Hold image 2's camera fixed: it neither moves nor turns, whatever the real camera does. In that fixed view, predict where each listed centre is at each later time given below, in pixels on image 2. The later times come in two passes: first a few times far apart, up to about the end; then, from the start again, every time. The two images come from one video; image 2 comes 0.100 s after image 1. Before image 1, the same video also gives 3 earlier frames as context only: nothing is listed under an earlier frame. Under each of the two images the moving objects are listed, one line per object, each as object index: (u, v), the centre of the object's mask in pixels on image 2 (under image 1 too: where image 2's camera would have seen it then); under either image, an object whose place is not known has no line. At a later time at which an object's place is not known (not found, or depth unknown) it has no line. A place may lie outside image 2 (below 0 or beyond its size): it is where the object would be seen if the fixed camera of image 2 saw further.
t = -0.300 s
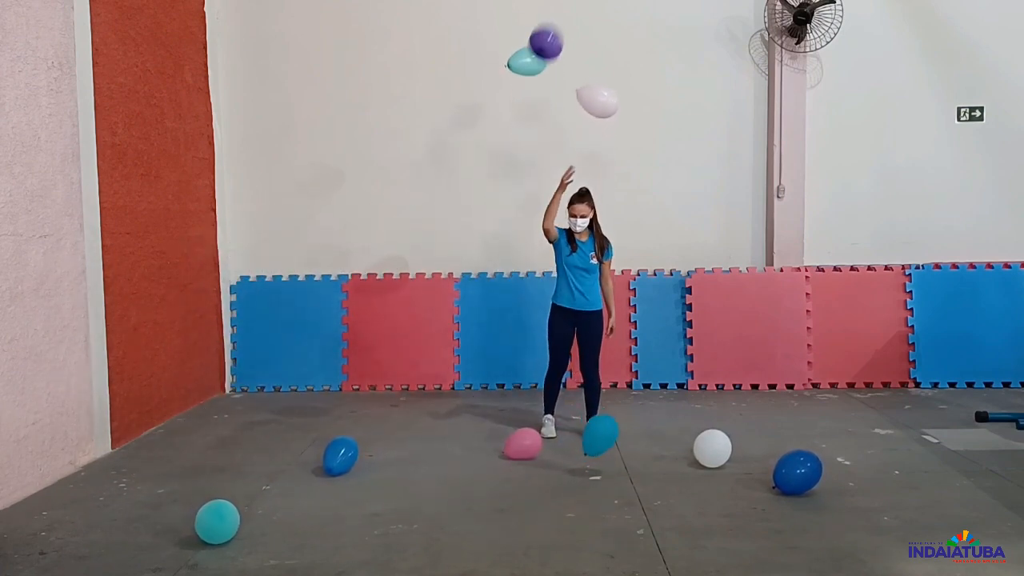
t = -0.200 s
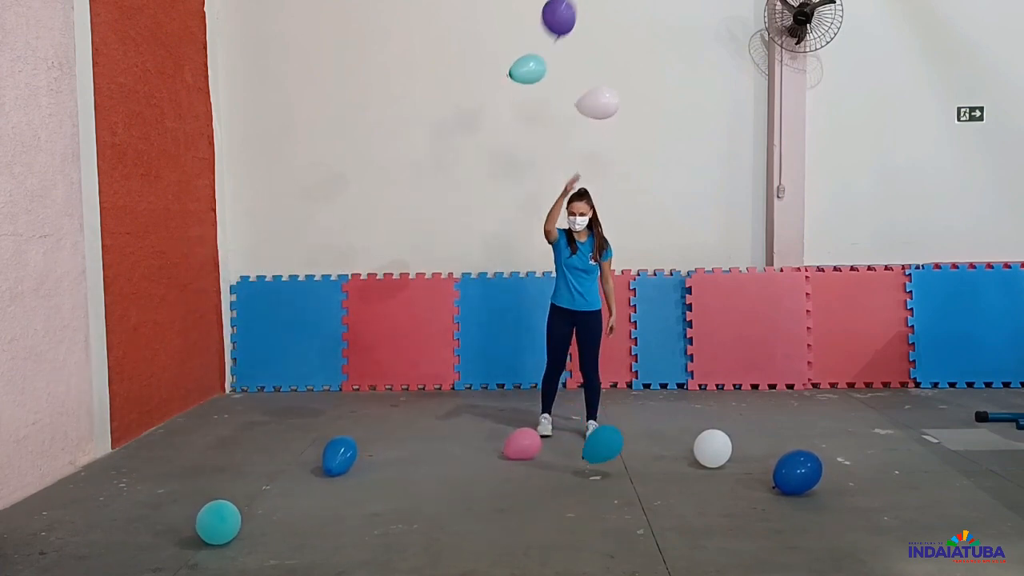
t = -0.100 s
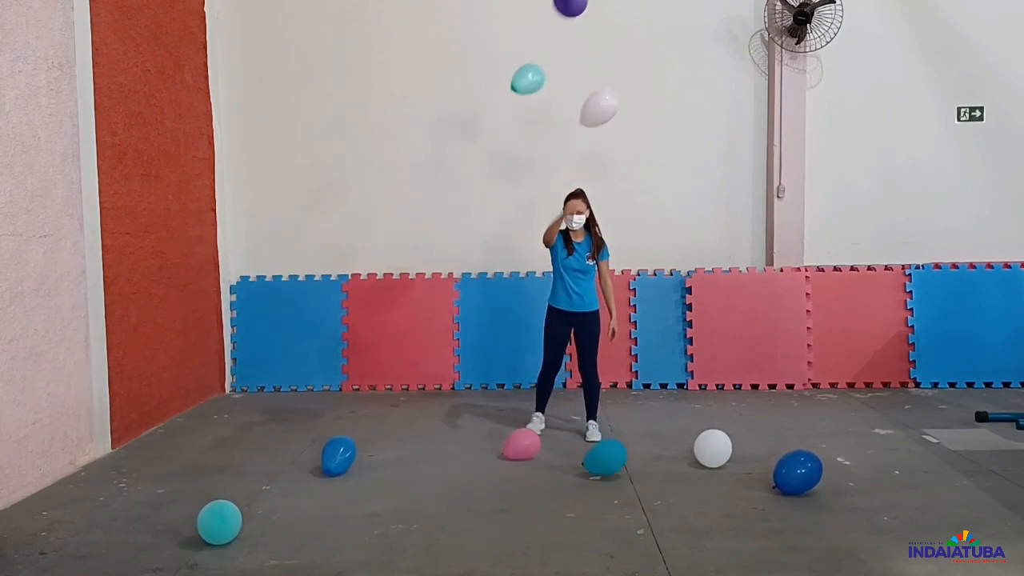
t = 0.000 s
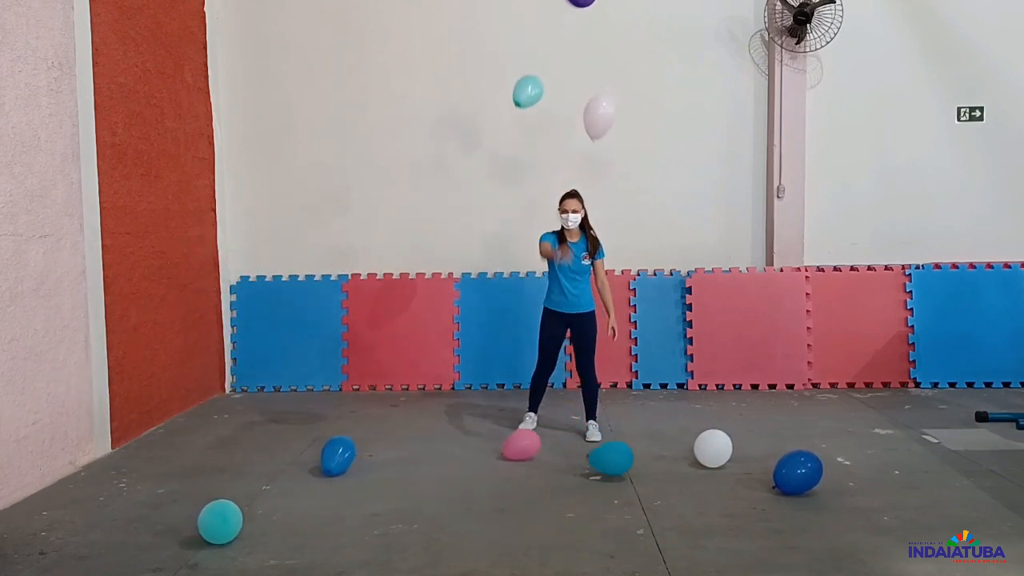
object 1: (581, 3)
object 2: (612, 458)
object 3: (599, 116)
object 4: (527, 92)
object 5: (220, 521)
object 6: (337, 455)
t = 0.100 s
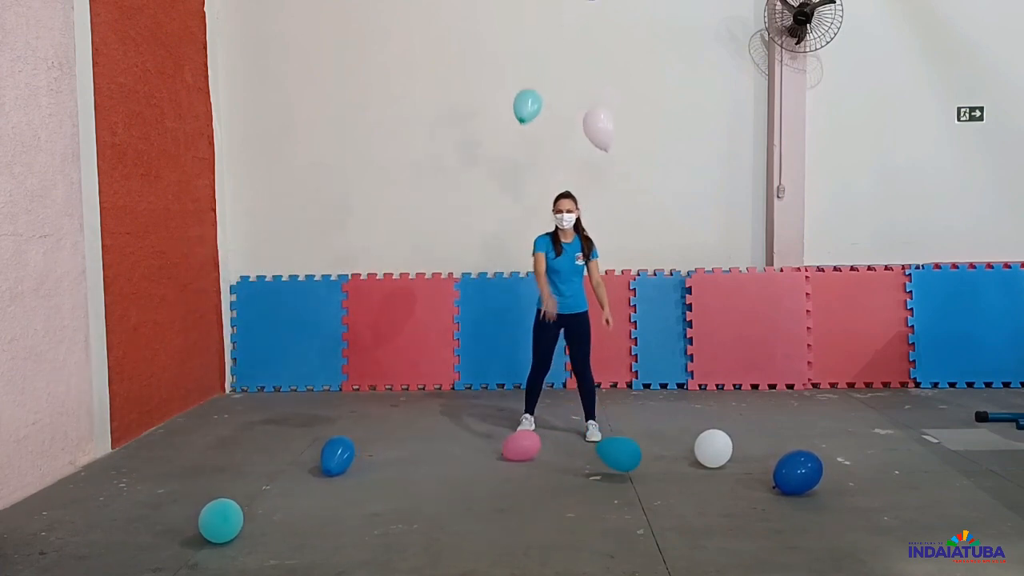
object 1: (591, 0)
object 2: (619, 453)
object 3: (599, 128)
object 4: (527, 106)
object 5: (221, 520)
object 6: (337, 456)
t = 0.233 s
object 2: (629, 453)
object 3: (602, 146)
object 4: (527, 127)
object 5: (221, 518)
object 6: (336, 455)
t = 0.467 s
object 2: (643, 458)
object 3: (607, 180)
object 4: (526, 167)
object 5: (223, 514)
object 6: (335, 455)
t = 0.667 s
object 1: (622, 25)
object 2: (652, 453)
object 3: (611, 212)
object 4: (518, 181)
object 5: (226, 514)
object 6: (333, 455)
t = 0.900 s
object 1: (629, 87)
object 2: (661, 464)
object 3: (622, 246)
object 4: (504, 189)
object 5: (232, 516)
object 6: (330, 455)
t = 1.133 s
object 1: (637, 155)
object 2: (677, 463)
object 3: (641, 284)
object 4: (493, 202)
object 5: (238, 518)
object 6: (327, 456)
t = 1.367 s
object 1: (642, 228)
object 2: (686, 461)
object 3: (653, 324)
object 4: (478, 229)
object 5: (243, 517)
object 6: (324, 456)
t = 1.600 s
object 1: (641, 295)
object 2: (691, 462)
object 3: (654, 362)
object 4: (467, 264)
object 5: (246, 514)
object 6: (319, 456)
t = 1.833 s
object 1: (627, 351)
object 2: (688, 469)
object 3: (647, 394)
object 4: (462, 298)
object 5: (250, 511)
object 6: (314, 456)
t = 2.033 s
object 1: (613, 398)
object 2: (679, 472)
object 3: (640, 424)
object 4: (461, 322)
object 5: (256, 510)
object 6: (310, 457)
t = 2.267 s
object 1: (602, 460)
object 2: (674, 471)
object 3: (625, 435)
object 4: (468, 349)
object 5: (263, 509)
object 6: (305, 457)
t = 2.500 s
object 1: (594, 436)
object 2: (674, 471)
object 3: (614, 430)
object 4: (478, 379)
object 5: (268, 508)
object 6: (300, 458)
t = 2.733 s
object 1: (585, 418)
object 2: (678, 472)
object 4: (488, 416)
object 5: (268, 506)
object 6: (297, 459)
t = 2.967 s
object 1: (579, 426)
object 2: (687, 472)
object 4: (489, 399)
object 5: (267, 504)
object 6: (292, 460)
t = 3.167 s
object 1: (574, 451)
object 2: (691, 469)
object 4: (489, 391)
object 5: (268, 502)
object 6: (289, 461)
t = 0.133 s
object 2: (622, 452)
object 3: (599, 132)
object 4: (527, 111)
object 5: (221, 520)
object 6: (337, 456)
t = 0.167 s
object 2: (624, 452)
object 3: (600, 137)
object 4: (527, 116)
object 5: (221, 519)
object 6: (337, 456)
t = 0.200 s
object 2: (626, 452)
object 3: (601, 141)
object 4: (527, 121)
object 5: (221, 519)
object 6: (337, 455)
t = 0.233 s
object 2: (629, 453)
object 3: (602, 146)
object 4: (527, 127)
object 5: (221, 518)
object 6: (336, 455)
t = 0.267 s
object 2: (631, 454)
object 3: (603, 150)
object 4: (526, 133)
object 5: (222, 517)
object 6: (336, 456)
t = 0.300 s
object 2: (633, 455)
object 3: (604, 156)
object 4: (526, 138)
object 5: (222, 517)
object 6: (336, 455)
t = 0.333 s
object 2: (636, 457)
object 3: (604, 161)
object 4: (526, 144)
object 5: (222, 516)
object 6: (336, 455)
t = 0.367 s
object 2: (638, 460)
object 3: (605, 165)
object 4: (526, 149)
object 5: (222, 516)
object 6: (336, 455)
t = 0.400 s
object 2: (641, 463)
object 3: (606, 171)
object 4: (526, 155)
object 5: (223, 515)
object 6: (336, 455)
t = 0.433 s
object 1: (612, 2)
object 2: (642, 461)
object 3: (606, 175)
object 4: (526, 161)
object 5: (223, 515)
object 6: (335, 455)
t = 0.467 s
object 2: (643, 458)
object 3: (607, 180)
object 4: (526, 167)
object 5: (223, 514)
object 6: (335, 455)
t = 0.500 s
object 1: (614, 5)
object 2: (645, 456)
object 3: (608, 185)
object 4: (526, 173)
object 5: (224, 514)
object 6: (335, 455)
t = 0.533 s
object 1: (616, 8)
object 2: (646, 454)
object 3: (608, 191)
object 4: (527, 178)
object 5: (224, 514)
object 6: (334, 455)
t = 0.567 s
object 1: (617, 11)
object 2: (647, 453)
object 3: (609, 196)
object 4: (527, 182)
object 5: (225, 514)
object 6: (334, 455)
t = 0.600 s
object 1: (619, 14)
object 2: (649, 452)
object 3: (609, 201)
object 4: (524, 182)
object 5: (225, 514)
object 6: (333, 455)
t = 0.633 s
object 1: (621, 18)
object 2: (650, 452)
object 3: (610, 207)
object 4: (521, 182)
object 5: (226, 514)
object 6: (333, 455)
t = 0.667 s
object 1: (622, 25)
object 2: (652, 453)
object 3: (611, 212)
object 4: (518, 181)
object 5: (226, 514)
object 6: (333, 455)
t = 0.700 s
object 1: (623, 33)
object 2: (653, 454)
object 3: (612, 217)
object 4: (516, 181)
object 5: (227, 514)
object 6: (332, 455)
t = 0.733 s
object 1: (624, 41)
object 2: (654, 455)
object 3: (613, 222)
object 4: (514, 182)
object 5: (228, 514)
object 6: (332, 455)
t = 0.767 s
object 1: (625, 49)
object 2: (655, 457)
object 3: (614, 227)
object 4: (512, 183)
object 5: (228, 514)
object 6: (331, 455)
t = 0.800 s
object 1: (626, 58)
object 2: (657, 460)
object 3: (616, 232)
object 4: (509, 184)
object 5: (229, 515)
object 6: (331, 455)
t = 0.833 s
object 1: (627, 68)
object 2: (658, 463)
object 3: (618, 238)
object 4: (508, 186)
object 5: (230, 515)
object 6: (331, 455)
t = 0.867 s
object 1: (629, 77)
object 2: (659, 465)
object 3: (620, 241)
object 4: (506, 187)
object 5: (231, 516)
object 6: (330, 455)
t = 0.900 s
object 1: (629, 87)
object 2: (661, 464)
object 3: (622, 246)
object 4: (504, 189)
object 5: (232, 516)
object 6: (330, 455)
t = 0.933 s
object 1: (631, 97)
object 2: (664, 463)
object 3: (625, 250)
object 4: (503, 191)
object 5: (233, 516)
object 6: (329, 455)
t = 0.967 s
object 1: (631, 107)
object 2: (666, 461)
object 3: (627, 256)
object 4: (501, 193)
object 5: (234, 517)
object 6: (329, 456)
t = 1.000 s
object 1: (632, 117)
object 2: (668, 461)
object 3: (630, 261)
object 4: (500, 195)
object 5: (234, 517)
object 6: (329, 456)
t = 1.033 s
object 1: (633, 127)
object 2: (670, 461)
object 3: (633, 267)
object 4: (499, 196)
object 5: (235, 517)
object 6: (328, 456)
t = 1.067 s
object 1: (634, 137)
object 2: (673, 461)
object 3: (636, 273)
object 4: (497, 198)
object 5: (236, 518)
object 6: (328, 456)
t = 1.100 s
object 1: (635, 146)
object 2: (675, 462)
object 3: (639, 279)
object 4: (495, 200)
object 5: (237, 518)
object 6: (327, 455)
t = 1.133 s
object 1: (637, 155)
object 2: (677, 463)
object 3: (641, 284)
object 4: (493, 202)
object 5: (238, 518)
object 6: (327, 456)
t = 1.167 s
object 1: (638, 165)
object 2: (679, 465)
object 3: (644, 289)
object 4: (491, 205)
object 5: (239, 518)
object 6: (327, 456)
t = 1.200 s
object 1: (639, 175)
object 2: (682, 467)
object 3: (646, 294)
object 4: (489, 209)
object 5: (239, 518)
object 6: (326, 456)
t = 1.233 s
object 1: (640, 186)
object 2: (684, 469)
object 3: (648, 300)
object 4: (486, 212)
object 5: (240, 518)
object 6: (326, 456)
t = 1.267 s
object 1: (640, 196)
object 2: (684, 467)
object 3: (649, 306)
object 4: (484, 216)
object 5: (241, 518)
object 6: (325, 456)
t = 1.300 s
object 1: (641, 207)
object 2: (685, 465)
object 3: (651, 312)
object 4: (482, 220)
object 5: (242, 517)
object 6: (325, 456)
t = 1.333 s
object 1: (641, 218)
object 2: (685, 463)
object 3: (652, 318)
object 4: (480, 224)
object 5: (242, 517)
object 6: (324, 456)
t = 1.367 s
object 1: (642, 228)
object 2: (686, 461)
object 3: (653, 324)
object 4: (478, 229)
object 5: (243, 517)
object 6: (324, 456)
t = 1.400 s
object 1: (642, 238)
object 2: (687, 460)
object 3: (654, 330)
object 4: (477, 234)
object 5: (243, 517)
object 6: (323, 456)
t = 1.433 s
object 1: (642, 248)
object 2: (687, 459)
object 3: (654, 336)
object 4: (475, 239)
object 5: (244, 516)
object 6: (323, 456)
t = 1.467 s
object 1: (642, 257)
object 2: (688, 459)
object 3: (654, 341)
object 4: (473, 243)
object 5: (244, 516)
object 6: (322, 456)
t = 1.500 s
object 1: (642, 267)
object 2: (689, 459)
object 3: (654, 346)
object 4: (472, 248)
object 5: (245, 516)
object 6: (321, 456)
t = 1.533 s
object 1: (642, 276)
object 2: (689, 460)
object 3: (655, 352)
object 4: (470, 253)
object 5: (245, 515)
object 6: (321, 456)
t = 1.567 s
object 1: (642, 286)
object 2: (690, 461)
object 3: (654, 357)
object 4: (469, 258)
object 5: (246, 515)
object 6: (320, 456)
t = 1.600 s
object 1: (641, 295)
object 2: (691, 462)
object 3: (654, 362)
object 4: (467, 264)
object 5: (246, 514)
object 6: (319, 456)
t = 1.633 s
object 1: (640, 304)
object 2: (692, 463)
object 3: (653, 367)
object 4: (466, 269)
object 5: (247, 513)
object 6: (319, 456)
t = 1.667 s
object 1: (638, 312)
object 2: (692, 464)
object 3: (653, 371)
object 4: (465, 274)
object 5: (247, 513)
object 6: (318, 456)
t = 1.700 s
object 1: (637, 321)
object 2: (692, 465)
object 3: (652, 376)
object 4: (465, 280)
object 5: (248, 512)
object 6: (317, 456)
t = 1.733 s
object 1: (634, 329)
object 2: (691, 466)
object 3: (651, 381)
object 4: (464, 285)
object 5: (248, 512)
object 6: (317, 456)
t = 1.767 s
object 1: (632, 337)
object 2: (690, 467)
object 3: (650, 385)
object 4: (463, 289)
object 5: (249, 511)
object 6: (316, 456)
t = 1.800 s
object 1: (629, 343)
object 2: (689, 468)
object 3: (649, 390)
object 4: (463, 293)
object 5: (250, 511)
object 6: (315, 456)
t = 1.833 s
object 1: (627, 351)
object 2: (688, 469)
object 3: (647, 394)
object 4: (462, 298)
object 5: (250, 511)
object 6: (314, 456)
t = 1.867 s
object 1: (624, 358)
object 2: (686, 470)
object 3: (646, 399)
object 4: (462, 302)
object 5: (251, 510)
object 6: (314, 456)
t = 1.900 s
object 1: (622, 365)
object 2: (685, 471)
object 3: (645, 404)
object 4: (461, 307)
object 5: (252, 510)
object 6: (313, 456)
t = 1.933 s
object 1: (619, 374)
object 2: (683, 471)
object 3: (643, 408)
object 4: (461, 311)
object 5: (253, 510)
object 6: (312, 456)
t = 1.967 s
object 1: (617, 381)
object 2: (682, 472)
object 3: (642, 413)
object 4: (461, 315)
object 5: (254, 510)
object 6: (311, 457)
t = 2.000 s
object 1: (615, 389)
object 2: (680, 472)
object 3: (641, 418)
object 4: (461, 319)
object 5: (254, 510)
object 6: (310, 457)
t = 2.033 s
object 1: (613, 398)
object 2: (679, 472)
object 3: (640, 424)
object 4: (461, 322)
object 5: (256, 510)
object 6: (310, 457)
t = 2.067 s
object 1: (611, 406)
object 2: (678, 471)
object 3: (640, 430)
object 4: (462, 326)
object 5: (256, 510)
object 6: (309, 457)
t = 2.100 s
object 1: (609, 415)
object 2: (677, 471)
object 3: (639, 435)
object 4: (462, 330)
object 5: (258, 510)
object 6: (308, 457)
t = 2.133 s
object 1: (608, 424)
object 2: (676, 471)
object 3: (639, 440)
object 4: (463, 334)
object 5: (259, 510)
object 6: (308, 457)
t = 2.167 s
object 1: (606, 432)
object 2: (676, 471)
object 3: (637, 439)
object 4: (464, 338)
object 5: (260, 510)
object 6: (307, 457)
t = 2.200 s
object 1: (604, 442)
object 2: (675, 471)
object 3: (635, 437)
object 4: (465, 341)
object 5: (261, 510)
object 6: (306, 457)
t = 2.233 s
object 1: (603, 451)
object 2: (675, 471)
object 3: (631, 435)
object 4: (467, 346)
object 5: (262, 510)
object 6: (305, 457)
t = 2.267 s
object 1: (602, 460)
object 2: (674, 471)
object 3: (625, 435)
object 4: (468, 349)
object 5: (263, 509)
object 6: (305, 457)
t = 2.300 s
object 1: (601, 469)
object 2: (674, 471)
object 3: (621, 437)
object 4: (470, 354)
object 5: (264, 509)
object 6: (304, 458)
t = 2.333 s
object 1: (601, 468)
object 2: (674, 471)
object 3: (618, 437)
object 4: (471, 358)
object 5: (265, 509)
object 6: (303, 458)
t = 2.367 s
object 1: (600, 460)
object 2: (674, 471)
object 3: (617, 434)
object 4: (472, 362)
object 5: (266, 509)
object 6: (303, 458)
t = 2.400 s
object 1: (599, 453)
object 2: (674, 471)
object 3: (617, 430)
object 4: (474, 366)
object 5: (266, 509)
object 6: (302, 458)
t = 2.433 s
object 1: (598, 447)
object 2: (674, 471)
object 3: (616, 429)
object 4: (475, 371)
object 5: (267, 508)
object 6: (302, 458)
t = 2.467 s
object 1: (596, 442)
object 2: (674, 471)
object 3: (615, 429)
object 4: (476, 375)
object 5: (267, 508)
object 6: (301, 458)
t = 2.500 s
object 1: (594, 436)
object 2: (674, 471)
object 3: (614, 430)
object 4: (478, 379)
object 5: (268, 508)
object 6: (300, 458)
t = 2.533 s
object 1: (593, 432)
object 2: (674, 471)
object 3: (612, 433)
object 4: (479, 384)
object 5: (268, 508)
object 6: (300, 458)
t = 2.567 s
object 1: (592, 428)
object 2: (674, 471)
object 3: (609, 435)
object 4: (481, 389)
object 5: (268, 508)
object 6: (299, 459)
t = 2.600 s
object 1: (590, 425)
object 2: (675, 471)
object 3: (606, 438)
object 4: (483, 395)
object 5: (268, 507)
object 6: (299, 459)
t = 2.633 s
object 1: (589, 423)
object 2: (675, 471)
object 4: (484, 400)
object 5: (269, 507)
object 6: (298, 459)
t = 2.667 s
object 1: (588, 420)
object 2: (676, 471)
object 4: (485, 405)
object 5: (269, 507)
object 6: (298, 459)
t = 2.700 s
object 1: (587, 419)
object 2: (677, 472)
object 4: (487, 411)
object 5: (269, 506)
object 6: (297, 459)
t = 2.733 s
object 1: (585, 418)
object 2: (678, 472)
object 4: (488, 416)
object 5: (268, 506)
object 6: (297, 459)
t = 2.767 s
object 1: (585, 418)
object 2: (679, 472)
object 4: (489, 420)
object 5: (268, 506)
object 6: (296, 460)
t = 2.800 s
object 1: (584, 418)
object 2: (680, 472)
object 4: (489, 417)
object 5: (268, 505)
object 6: (296, 460)
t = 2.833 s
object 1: (583, 418)
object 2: (682, 472)
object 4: (489, 413)
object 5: (268, 505)
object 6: (295, 460)
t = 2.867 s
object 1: (582, 420)
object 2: (683, 472)
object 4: (489, 409)
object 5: (268, 505)
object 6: (294, 460)
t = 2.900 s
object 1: (581, 421)
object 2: (684, 472)
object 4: (489, 405)
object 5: (267, 504)
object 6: (294, 460)
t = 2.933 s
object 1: (580, 423)
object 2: (686, 472)
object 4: (489, 402)
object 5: (267, 504)
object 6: (293, 460)
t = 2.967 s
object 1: (579, 426)
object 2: (687, 472)
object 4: (489, 399)
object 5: (267, 504)
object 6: (292, 460)
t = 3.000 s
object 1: (578, 429)
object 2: (688, 471)
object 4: (489, 397)
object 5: (267, 503)
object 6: (292, 461)
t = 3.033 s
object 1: (578, 433)
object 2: (689, 470)
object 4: (489, 395)
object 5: (267, 503)
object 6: (291, 461)
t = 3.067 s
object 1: (577, 437)
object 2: (689, 469)
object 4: (489, 394)
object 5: (267, 503)
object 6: (291, 461)
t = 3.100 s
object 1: (576, 441)
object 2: (690, 469)
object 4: (489, 392)
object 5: (267, 503)
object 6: (290, 461)
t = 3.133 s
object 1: (575, 446)
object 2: (690, 469)
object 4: (489, 392)
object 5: (268, 502)
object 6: (290, 461)
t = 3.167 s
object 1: (574, 451)
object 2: (691, 469)
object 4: (489, 391)
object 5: (268, 502)
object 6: (289, 461)
